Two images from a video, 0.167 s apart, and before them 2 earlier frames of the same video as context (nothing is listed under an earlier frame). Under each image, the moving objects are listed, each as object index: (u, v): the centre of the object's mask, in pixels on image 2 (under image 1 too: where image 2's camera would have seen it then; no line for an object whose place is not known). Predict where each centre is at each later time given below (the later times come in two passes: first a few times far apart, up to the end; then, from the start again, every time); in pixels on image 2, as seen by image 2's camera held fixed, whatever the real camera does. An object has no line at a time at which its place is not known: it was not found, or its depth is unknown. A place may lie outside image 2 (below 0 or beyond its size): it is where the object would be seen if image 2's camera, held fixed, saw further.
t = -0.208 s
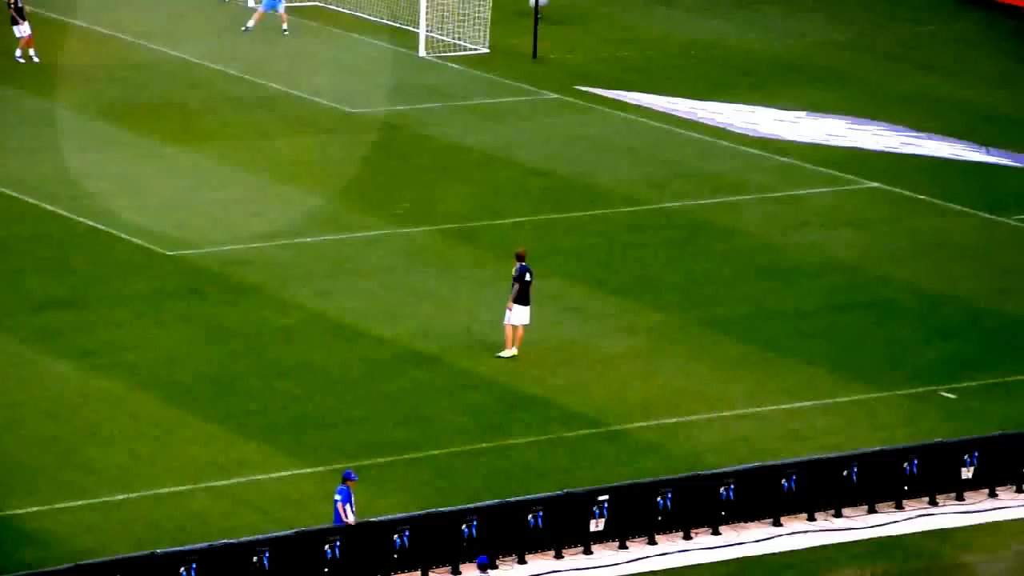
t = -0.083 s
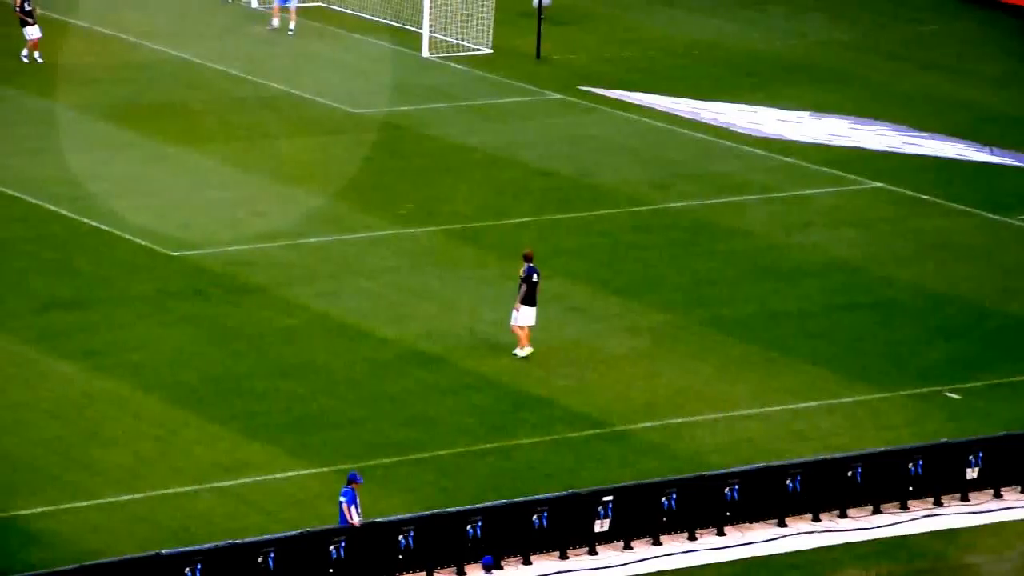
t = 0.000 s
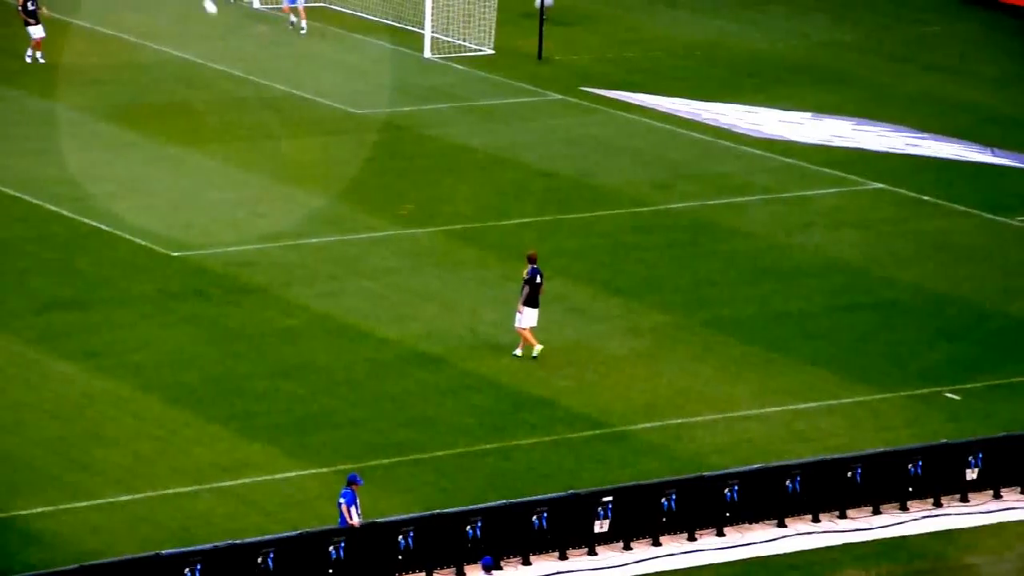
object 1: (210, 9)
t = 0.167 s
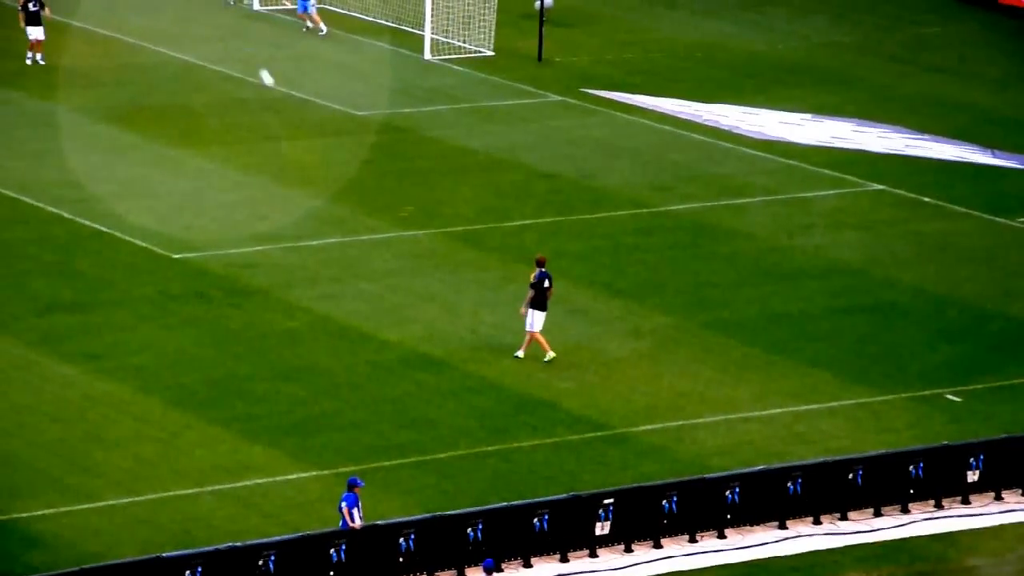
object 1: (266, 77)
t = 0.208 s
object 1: (275, 76)
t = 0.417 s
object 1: (304, 49)
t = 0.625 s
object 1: (331, 42)
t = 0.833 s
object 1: (357, 58)
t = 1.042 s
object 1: (381, 94)
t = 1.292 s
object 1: (412, 135)
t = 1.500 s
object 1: (441, 127)
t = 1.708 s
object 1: (470, 141)
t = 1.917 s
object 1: (498, 178)
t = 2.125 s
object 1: (527, 178)
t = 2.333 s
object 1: (555, 191)
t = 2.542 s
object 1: (583, 216)
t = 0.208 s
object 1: (275, 76)
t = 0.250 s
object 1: (281, 69)
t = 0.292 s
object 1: (286, 62)
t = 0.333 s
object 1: (292, 57)
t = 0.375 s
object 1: (298, 52)
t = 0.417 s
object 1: (304, 49)
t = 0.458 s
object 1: (309, 45)
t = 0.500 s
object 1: (315, 43)
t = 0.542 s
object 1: (320, 42)
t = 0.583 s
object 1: (325, 42)
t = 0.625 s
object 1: (331, 42)
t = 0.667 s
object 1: (336, 44)
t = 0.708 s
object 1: (342, 46)
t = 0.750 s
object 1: (347, 49)
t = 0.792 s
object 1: (352, 53)
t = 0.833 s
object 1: (357, 58)
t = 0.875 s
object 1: (362, 63)
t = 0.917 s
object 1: (367, 70)
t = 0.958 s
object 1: (371, 77)
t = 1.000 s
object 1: (376, 85)
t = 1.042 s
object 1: (381, 94)
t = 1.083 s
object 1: (386, 104)
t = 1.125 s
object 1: (390, 115)
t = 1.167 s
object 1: (395, 127)
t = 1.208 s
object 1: (400, 139)
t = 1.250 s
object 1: (405, 139)
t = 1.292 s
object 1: (412, 135)
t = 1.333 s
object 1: (417, 131)
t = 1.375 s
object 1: (423, 129)
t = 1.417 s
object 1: (429, 128)
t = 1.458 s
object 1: (435, 127)
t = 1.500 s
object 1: (441, 127)
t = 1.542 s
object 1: (446, 128)
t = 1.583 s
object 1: (452, 130)
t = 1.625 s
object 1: (458, 133)
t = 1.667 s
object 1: (464, 137)
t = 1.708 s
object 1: (470, 141)
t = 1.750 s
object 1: (475, 147)
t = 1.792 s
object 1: (481, 154)
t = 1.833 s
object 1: (487, 161)
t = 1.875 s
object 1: (492, 169)
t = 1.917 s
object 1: (498, 178)
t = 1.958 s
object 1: (503, 183)
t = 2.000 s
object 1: (509, 181)
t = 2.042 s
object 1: (515, 179)
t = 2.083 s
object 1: (521, 178)
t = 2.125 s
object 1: (527, 178)
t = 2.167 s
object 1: (533, 179)
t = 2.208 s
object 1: (539, 181)
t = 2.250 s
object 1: (544, 183)
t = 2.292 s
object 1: (550, 187)
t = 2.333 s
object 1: (555, 191)
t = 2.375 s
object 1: (561, 196)
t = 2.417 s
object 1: (566, 202)
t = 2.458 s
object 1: (572, 210)
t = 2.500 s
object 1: (578, 216)
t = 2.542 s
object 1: (583, 216)
